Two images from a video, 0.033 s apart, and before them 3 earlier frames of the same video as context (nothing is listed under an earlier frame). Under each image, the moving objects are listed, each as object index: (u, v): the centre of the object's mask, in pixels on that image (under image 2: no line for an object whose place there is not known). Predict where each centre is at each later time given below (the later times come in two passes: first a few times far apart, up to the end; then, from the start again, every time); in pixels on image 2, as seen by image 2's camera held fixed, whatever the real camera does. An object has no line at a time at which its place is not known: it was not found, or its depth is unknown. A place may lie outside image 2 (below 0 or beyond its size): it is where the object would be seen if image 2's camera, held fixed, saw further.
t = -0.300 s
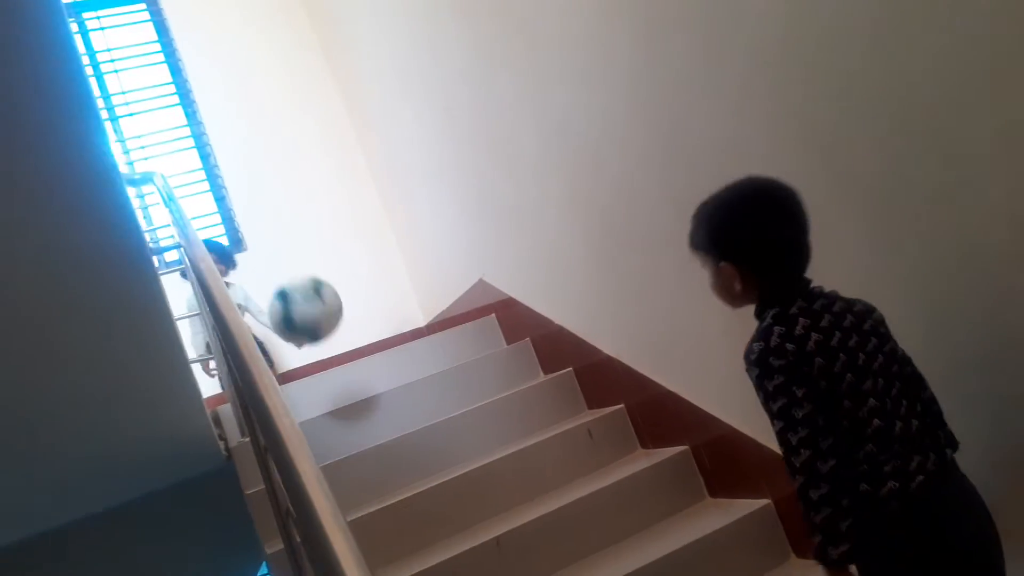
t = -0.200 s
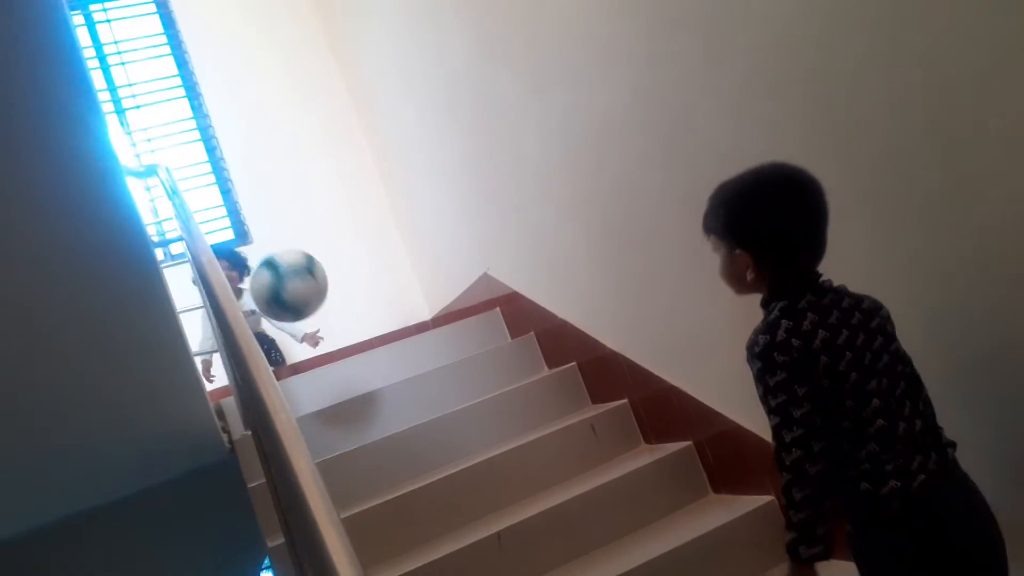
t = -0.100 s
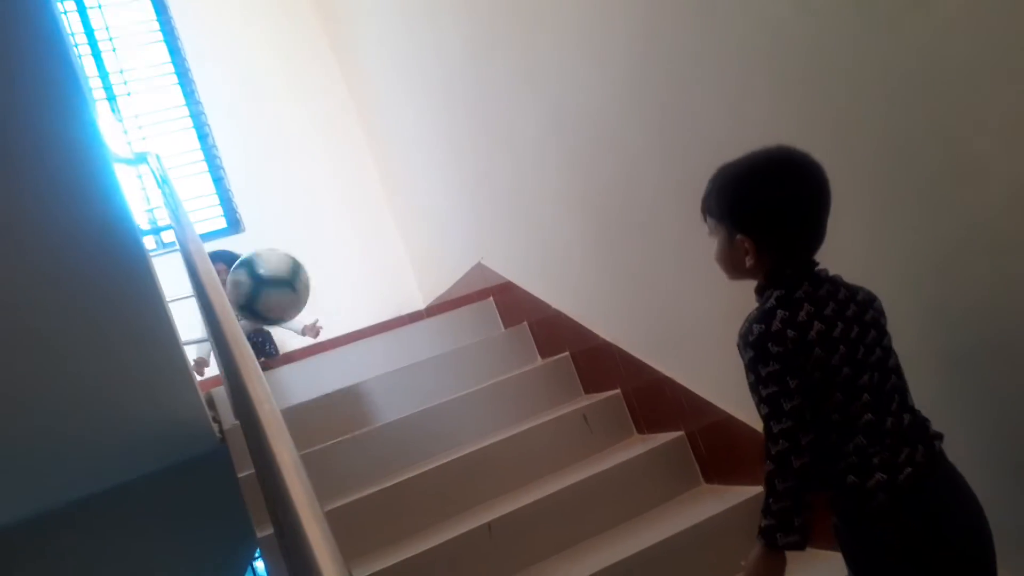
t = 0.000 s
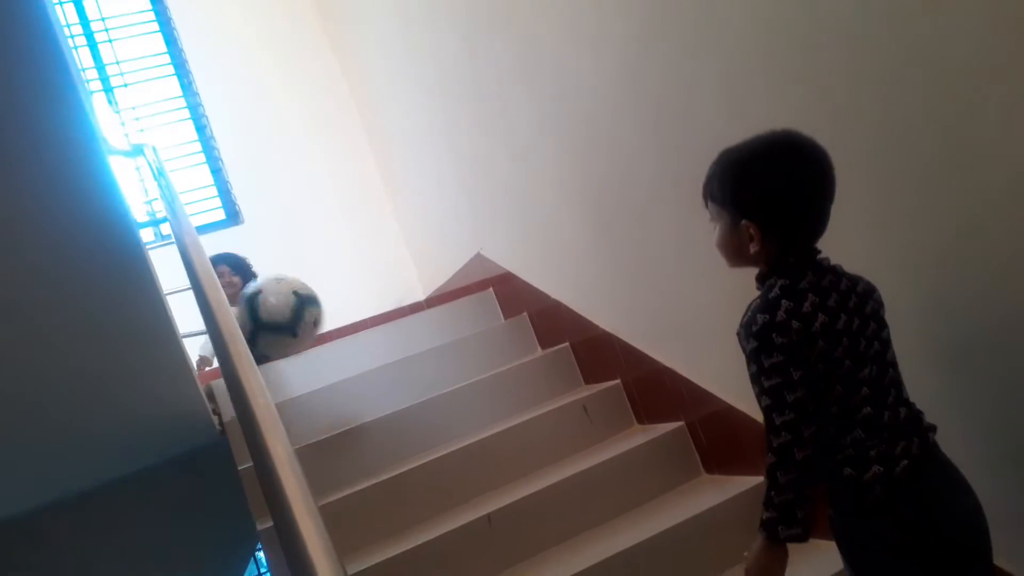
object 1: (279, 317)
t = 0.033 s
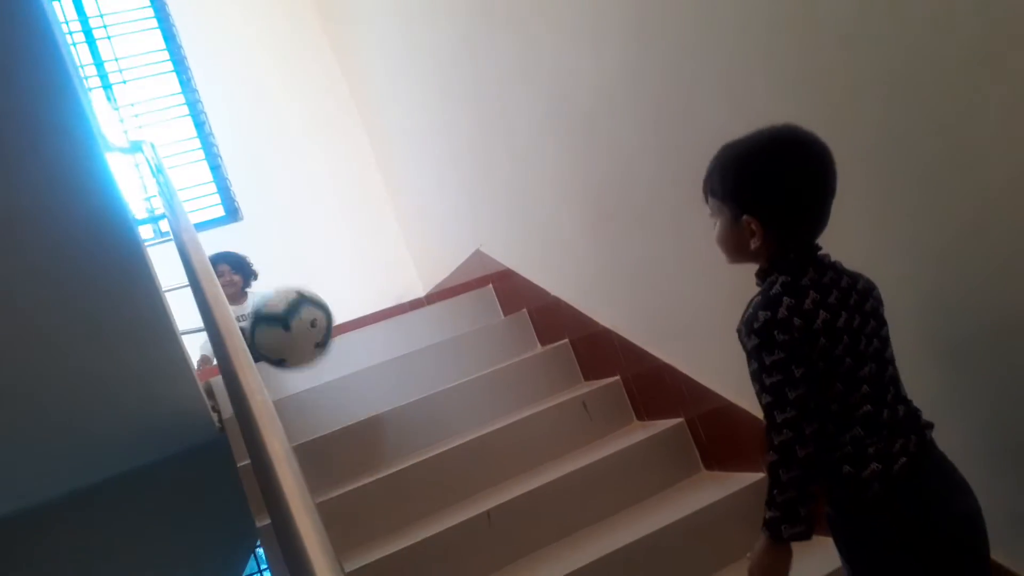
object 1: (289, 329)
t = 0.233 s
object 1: (389, 481)
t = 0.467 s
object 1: (451, 468)
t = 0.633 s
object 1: (528, 511)
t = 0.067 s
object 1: (301, 346)
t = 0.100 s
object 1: (319, 370)
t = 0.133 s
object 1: (339, 401)
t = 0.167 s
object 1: (357, 430)
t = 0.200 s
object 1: (374, 465)
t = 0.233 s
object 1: (389, 481)
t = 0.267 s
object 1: (402, 488)
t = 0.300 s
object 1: (406, 476)
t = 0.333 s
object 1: (412, 465)
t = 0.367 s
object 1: (419, 458)
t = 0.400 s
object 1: (429, 457)
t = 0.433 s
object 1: (439, 461)
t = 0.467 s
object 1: (451, 468)
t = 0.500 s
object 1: (466, 482)
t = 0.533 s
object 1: (485, 498)
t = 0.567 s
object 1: (507, 526)
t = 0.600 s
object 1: (521, 529)
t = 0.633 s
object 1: (528, 511)
